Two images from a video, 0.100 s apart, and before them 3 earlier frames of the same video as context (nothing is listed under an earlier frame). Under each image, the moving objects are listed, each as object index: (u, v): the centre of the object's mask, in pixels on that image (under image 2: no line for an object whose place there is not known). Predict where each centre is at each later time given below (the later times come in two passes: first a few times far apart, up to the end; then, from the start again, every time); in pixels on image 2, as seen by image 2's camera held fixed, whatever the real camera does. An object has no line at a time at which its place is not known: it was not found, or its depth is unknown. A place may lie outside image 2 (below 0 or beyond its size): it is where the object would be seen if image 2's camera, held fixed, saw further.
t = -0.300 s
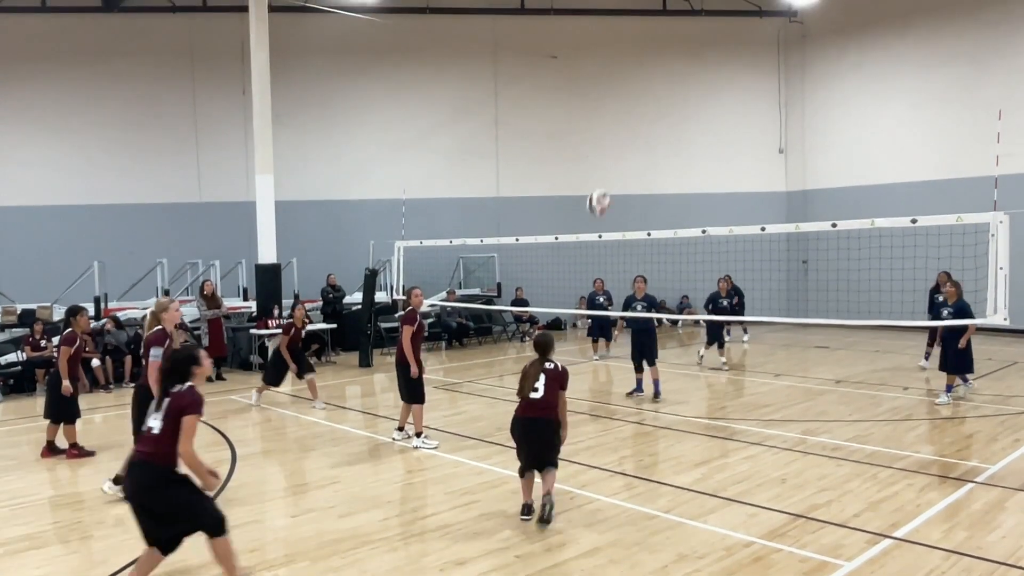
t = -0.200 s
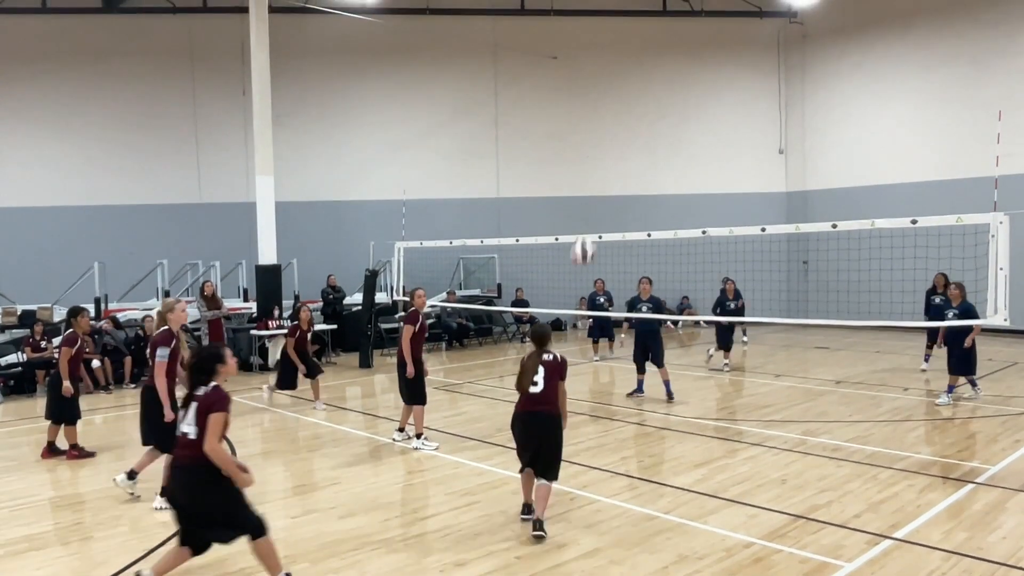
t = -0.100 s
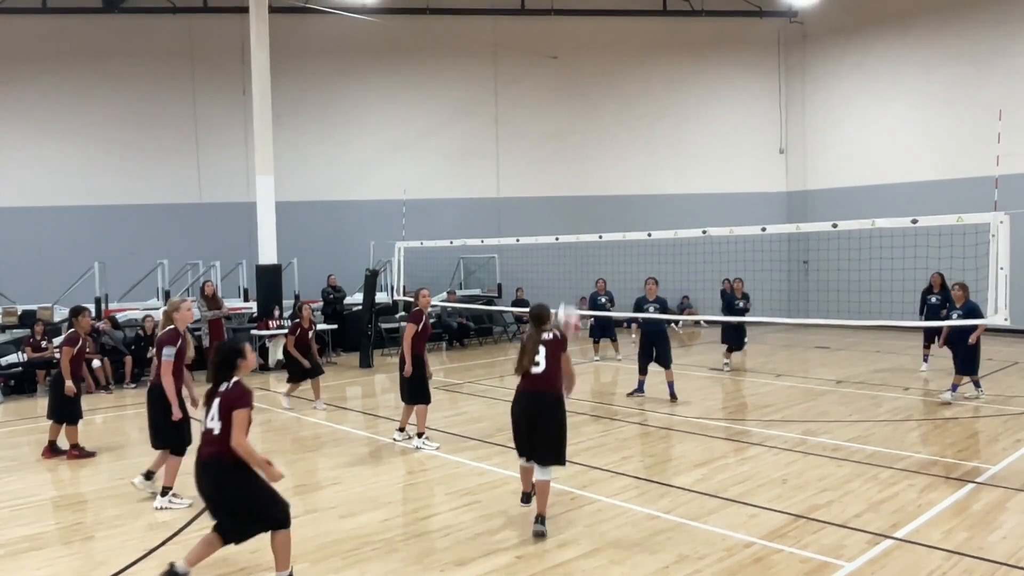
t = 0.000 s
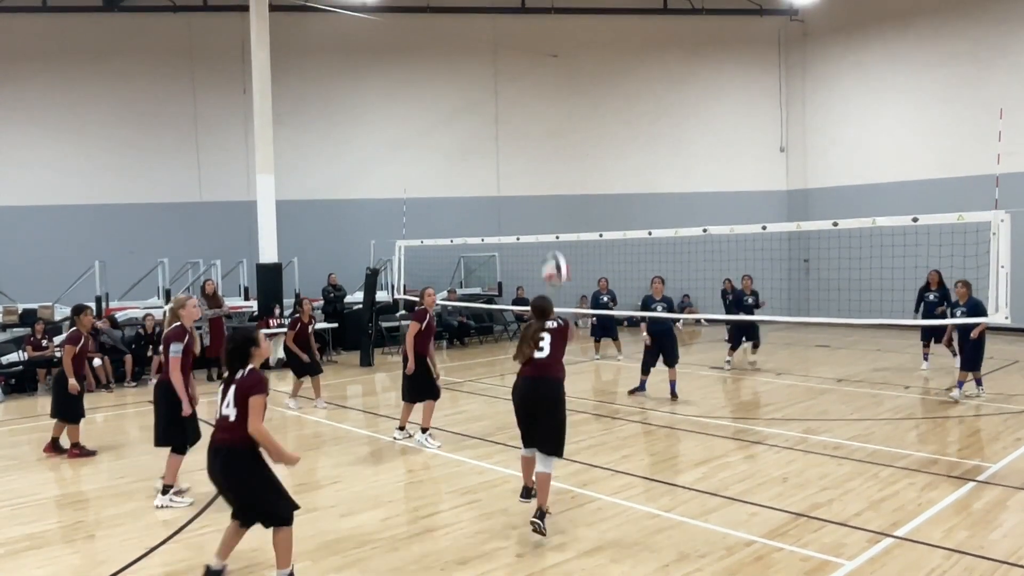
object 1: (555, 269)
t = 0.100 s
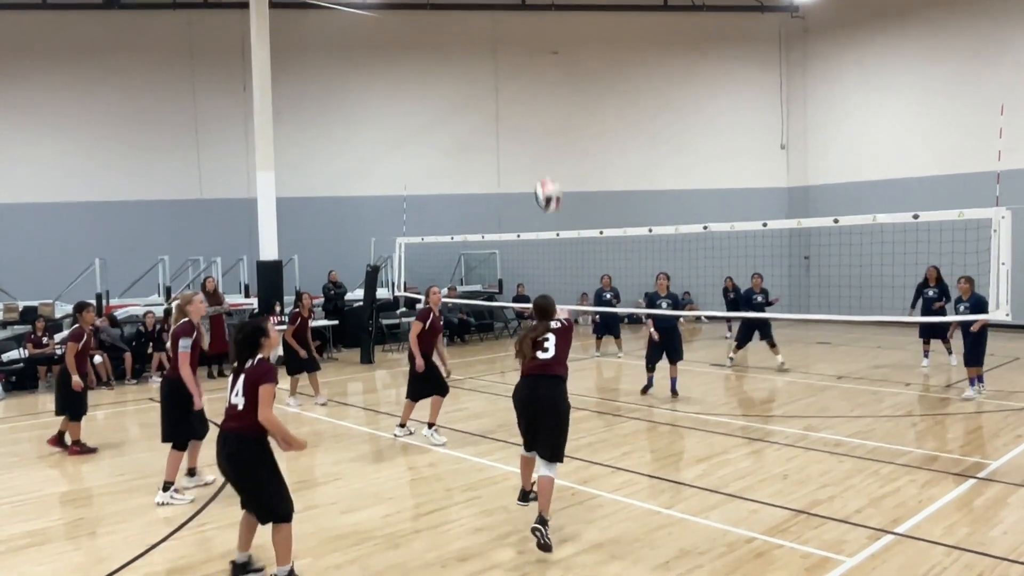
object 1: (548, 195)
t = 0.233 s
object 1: (537, 119)
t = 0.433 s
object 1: (523, 52)
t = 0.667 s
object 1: (509, 39)
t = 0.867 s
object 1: (499, 81)
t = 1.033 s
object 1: (492, 153)
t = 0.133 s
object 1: (545, 174)
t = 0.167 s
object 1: (542, 154)
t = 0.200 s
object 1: (539, 136)
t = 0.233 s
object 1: (537, 119)
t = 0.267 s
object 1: (535, 105)
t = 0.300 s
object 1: (533, 91)
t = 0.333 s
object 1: (530, 79)
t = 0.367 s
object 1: (528, 69)
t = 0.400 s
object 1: (525, 60)
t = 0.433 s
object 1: (523, 52)
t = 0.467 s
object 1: (521, 46)
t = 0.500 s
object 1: (519, 41)
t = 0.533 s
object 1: (517, 38)
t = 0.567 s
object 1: (515, 36)
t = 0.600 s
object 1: (513, 35)
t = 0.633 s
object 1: (510, 37)
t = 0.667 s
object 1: (509, 39)
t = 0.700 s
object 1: (507, 43)
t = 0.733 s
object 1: (505, 48)
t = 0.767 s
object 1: (503, 54)
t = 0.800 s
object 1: (501, 62)
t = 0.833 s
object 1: (500, 72)
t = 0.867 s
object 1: (499, 81)
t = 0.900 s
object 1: (497, 93)
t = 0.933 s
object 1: (495, 107)
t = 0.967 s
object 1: (494, 121)
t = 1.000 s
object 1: (493, 136)
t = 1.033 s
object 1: (492, 153)
